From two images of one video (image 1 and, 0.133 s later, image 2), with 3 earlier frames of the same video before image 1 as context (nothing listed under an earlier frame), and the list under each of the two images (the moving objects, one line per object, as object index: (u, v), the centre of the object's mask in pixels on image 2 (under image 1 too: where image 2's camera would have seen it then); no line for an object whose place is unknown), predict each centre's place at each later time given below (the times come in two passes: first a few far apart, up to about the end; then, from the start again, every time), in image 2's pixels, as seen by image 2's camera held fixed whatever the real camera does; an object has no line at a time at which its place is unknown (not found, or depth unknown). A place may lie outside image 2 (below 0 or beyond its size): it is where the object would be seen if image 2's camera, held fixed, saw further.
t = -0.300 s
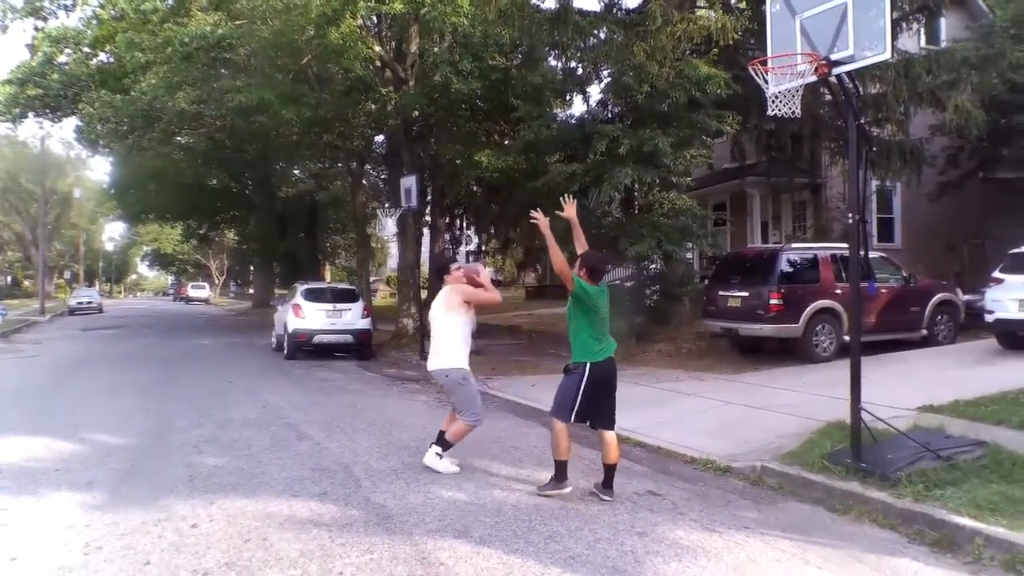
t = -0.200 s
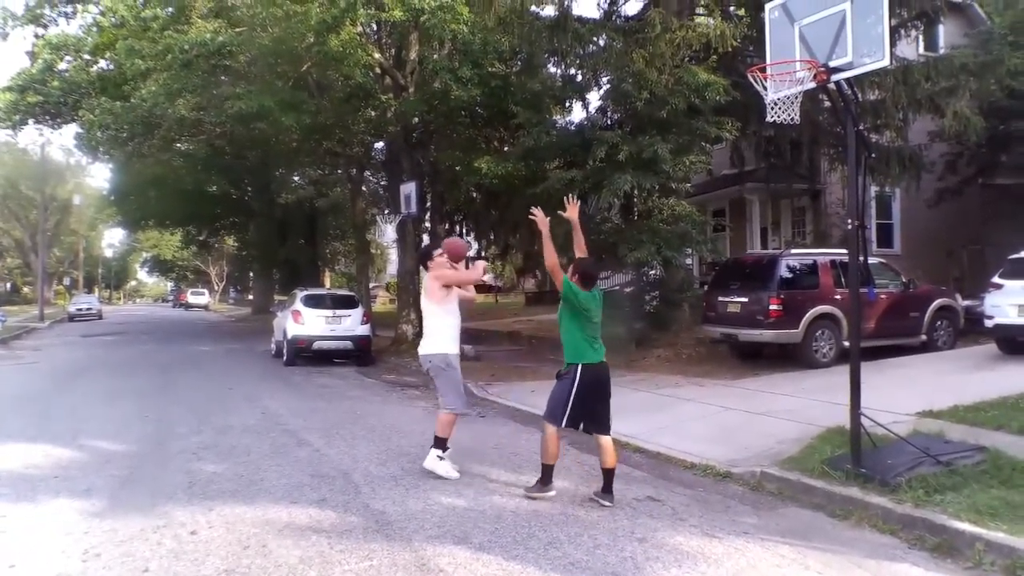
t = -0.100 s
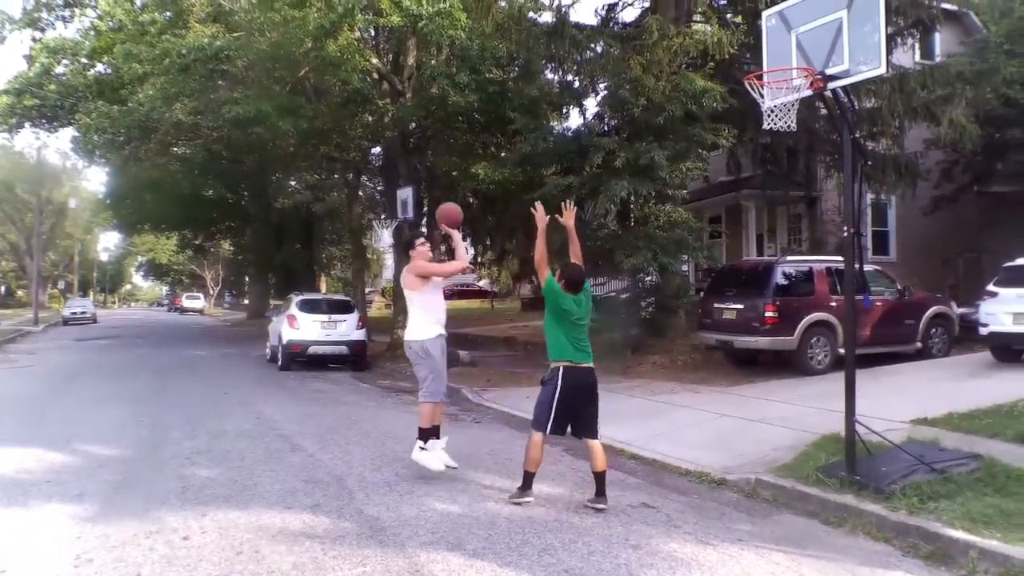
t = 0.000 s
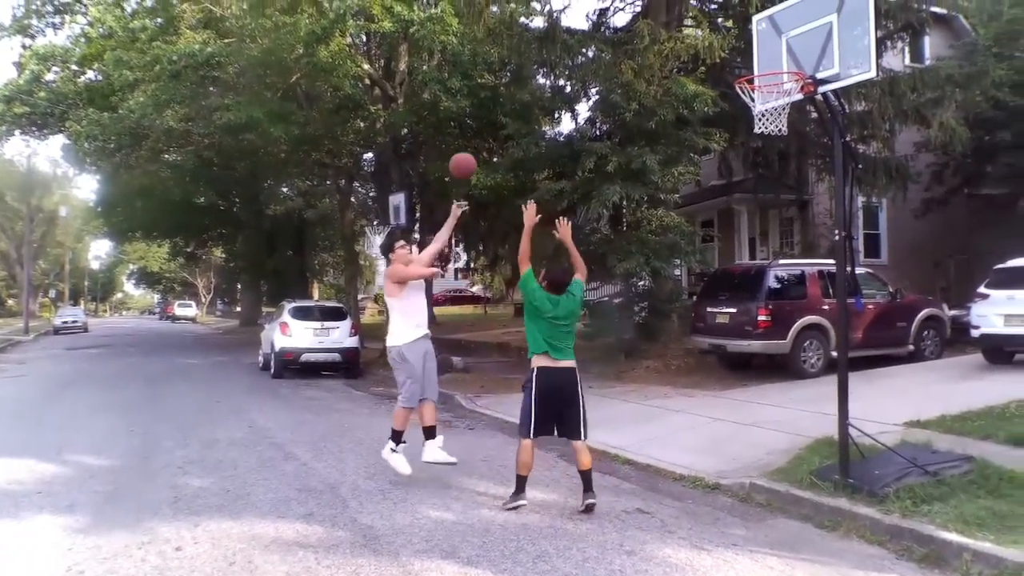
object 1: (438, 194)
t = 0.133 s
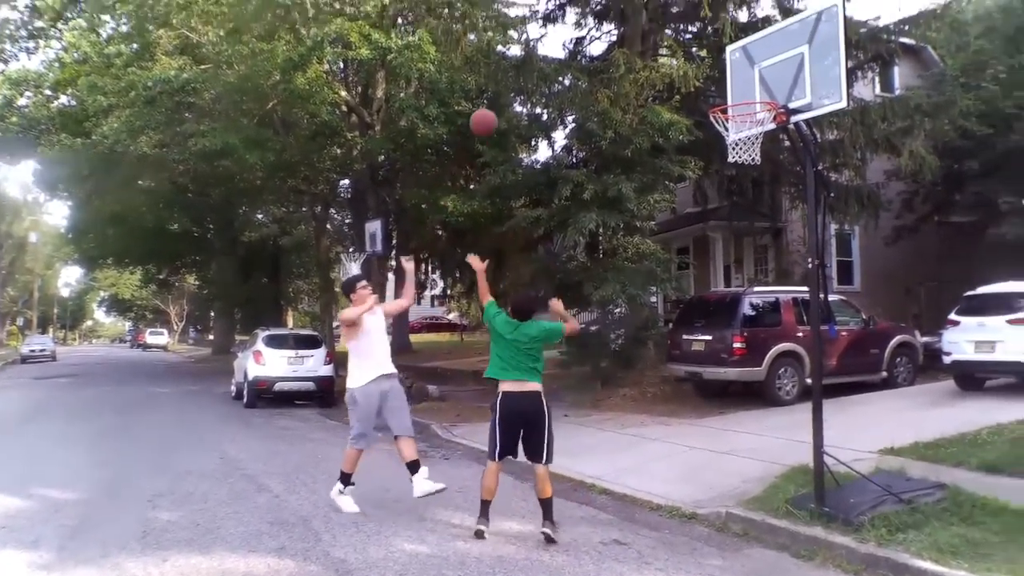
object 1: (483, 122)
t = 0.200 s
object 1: (507, 94)
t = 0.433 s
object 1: (592, 30)
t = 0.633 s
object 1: (670, 23)
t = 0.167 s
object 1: (494, 108)
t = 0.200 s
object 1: (507, 94)
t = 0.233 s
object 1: (518, 81)
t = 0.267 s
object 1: (531, 69)
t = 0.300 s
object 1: (542, 61)
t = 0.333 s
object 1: (554, 51)
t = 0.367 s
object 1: (568, 43)
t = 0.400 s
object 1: (578, 36)
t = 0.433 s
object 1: (592, 30)
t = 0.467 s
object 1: (606, 27)
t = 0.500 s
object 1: (618, 24)
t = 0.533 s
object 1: (631, 21)
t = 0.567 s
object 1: (644, 22)
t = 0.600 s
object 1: (657, 22)
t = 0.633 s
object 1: (670, 23)
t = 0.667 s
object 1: (686, 28)
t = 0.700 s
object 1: (700, 35)
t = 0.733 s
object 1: (712, 40)
